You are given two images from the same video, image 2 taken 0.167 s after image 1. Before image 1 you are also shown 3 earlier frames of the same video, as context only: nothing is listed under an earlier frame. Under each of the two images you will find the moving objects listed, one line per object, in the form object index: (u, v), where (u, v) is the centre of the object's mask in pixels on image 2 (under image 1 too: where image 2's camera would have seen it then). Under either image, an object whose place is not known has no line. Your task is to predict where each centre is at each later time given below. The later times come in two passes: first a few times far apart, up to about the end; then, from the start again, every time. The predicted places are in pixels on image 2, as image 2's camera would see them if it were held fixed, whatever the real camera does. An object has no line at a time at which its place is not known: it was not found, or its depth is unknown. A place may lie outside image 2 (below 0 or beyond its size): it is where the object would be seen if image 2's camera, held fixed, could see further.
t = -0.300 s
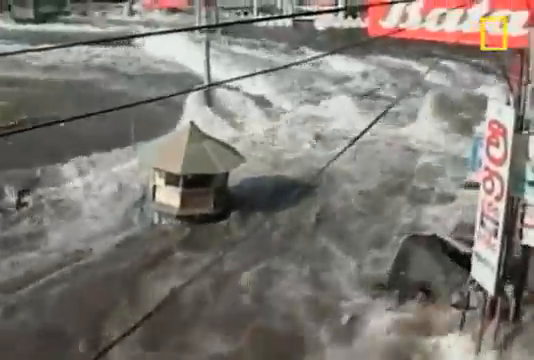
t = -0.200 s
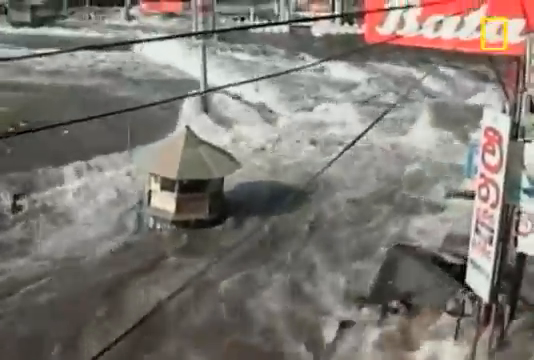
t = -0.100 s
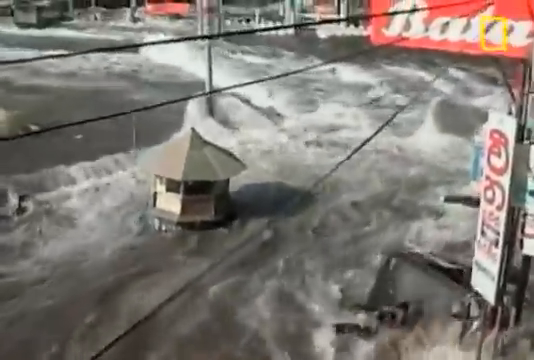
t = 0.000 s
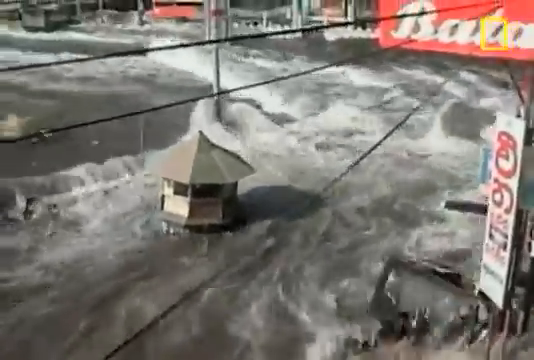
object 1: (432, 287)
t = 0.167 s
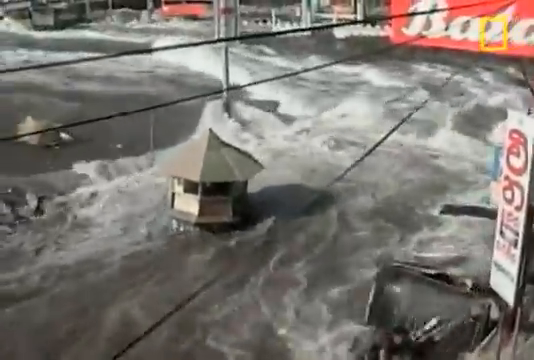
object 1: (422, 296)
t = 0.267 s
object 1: (412, 303)
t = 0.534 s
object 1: (386, 315)
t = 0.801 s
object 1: (355, 326)
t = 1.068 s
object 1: (310, 340)
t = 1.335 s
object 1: (280, 380)
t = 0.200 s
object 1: (419, 299)
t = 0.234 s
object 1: (416, 301)
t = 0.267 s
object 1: (412, 303)
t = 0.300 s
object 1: (408, 305)
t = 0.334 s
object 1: (405, 309)
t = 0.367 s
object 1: (402, 310)
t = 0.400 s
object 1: (398, 312)
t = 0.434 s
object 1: (403, 316)
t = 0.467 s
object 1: (399, 317)
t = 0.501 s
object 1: (391, 315)
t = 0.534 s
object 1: (386, 315)
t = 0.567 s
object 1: (381, 315)
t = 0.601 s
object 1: (380, 317)
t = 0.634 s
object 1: (377, 319)
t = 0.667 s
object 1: (373, 320)
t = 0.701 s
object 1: (369, 322)
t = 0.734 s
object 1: (366, 323)
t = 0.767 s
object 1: (361, 324)
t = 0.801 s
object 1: (355, 326)
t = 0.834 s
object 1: (350, 327)
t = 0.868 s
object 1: (344, 329)
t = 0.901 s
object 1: (338, 330)
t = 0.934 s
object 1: (333, 333)
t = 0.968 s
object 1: (327, 334)
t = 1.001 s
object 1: (320, 336)
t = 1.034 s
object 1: (315, 338)
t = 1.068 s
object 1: (310, 340)
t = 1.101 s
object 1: (303, 342)
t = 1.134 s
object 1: (299, 344)
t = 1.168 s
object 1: (297, 349)
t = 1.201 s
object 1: (292, 354)
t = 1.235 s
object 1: (289, 359)
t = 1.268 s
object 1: (285, 366)
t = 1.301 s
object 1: (282, 373)
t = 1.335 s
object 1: (280, 380)
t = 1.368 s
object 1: (271, 385)
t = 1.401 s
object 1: (263, 391)
